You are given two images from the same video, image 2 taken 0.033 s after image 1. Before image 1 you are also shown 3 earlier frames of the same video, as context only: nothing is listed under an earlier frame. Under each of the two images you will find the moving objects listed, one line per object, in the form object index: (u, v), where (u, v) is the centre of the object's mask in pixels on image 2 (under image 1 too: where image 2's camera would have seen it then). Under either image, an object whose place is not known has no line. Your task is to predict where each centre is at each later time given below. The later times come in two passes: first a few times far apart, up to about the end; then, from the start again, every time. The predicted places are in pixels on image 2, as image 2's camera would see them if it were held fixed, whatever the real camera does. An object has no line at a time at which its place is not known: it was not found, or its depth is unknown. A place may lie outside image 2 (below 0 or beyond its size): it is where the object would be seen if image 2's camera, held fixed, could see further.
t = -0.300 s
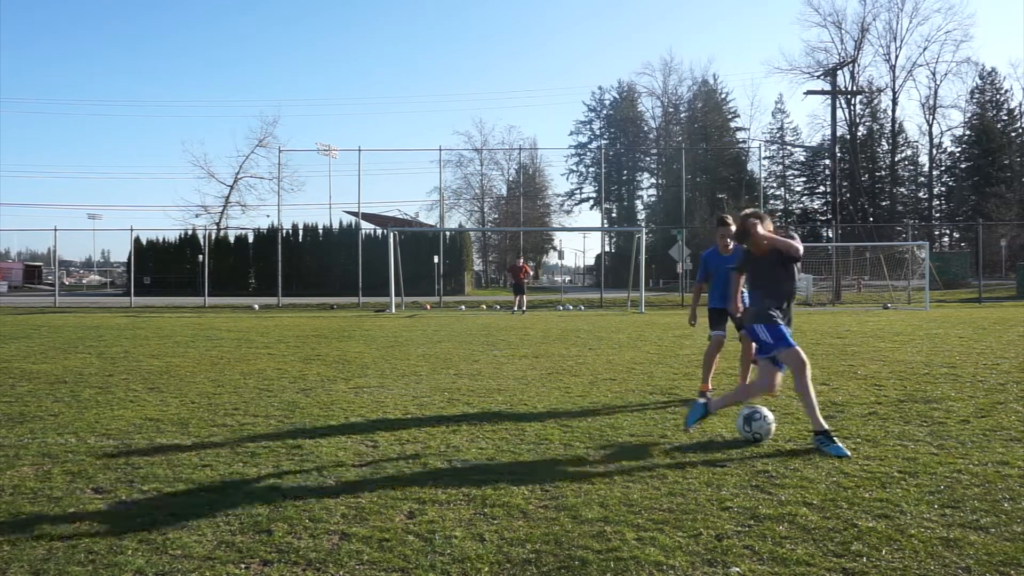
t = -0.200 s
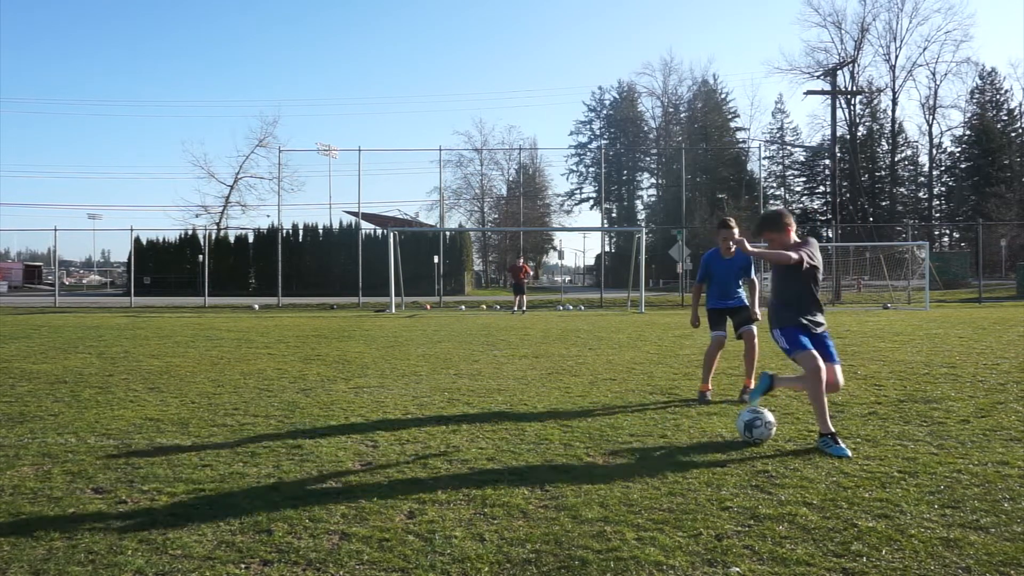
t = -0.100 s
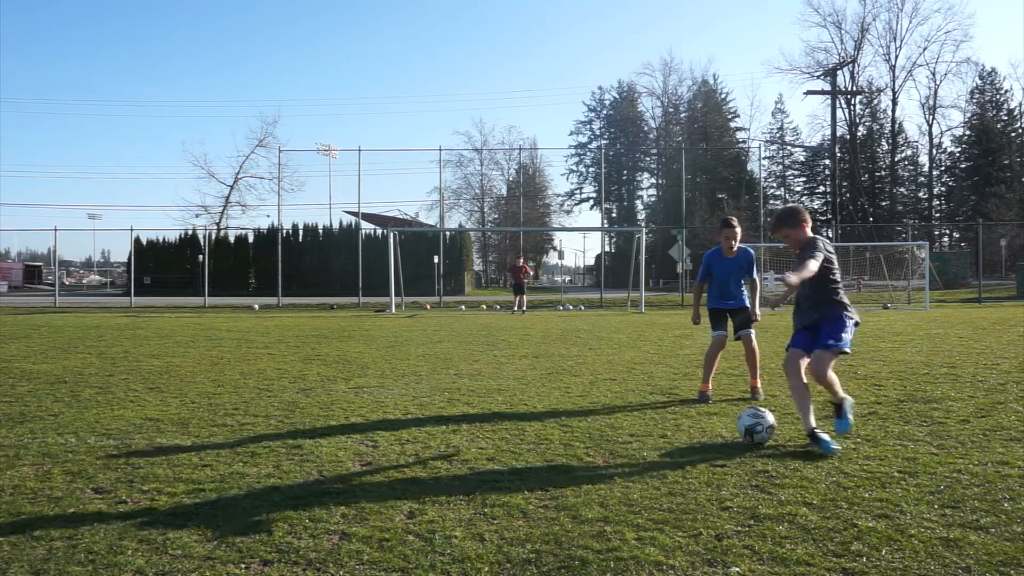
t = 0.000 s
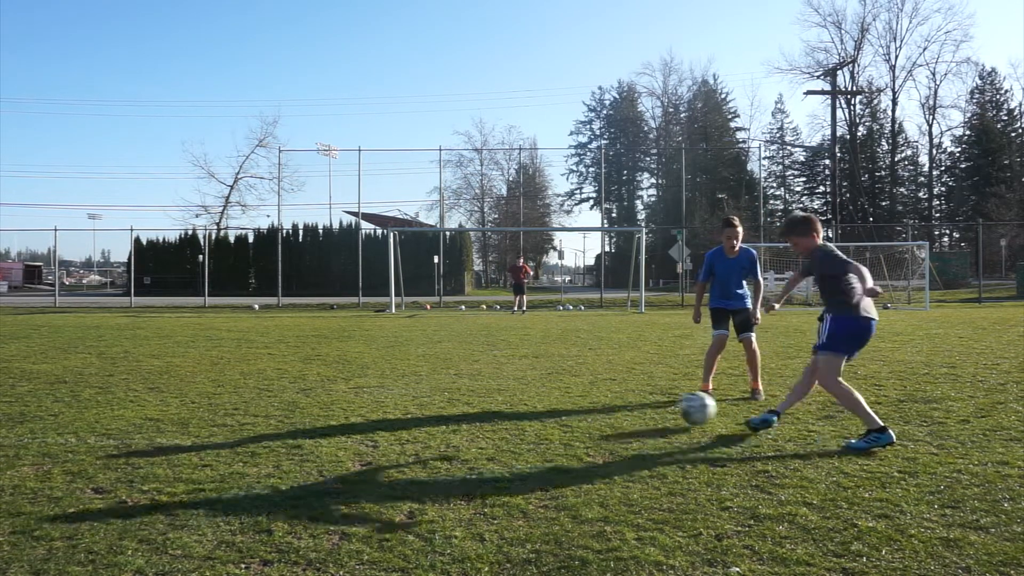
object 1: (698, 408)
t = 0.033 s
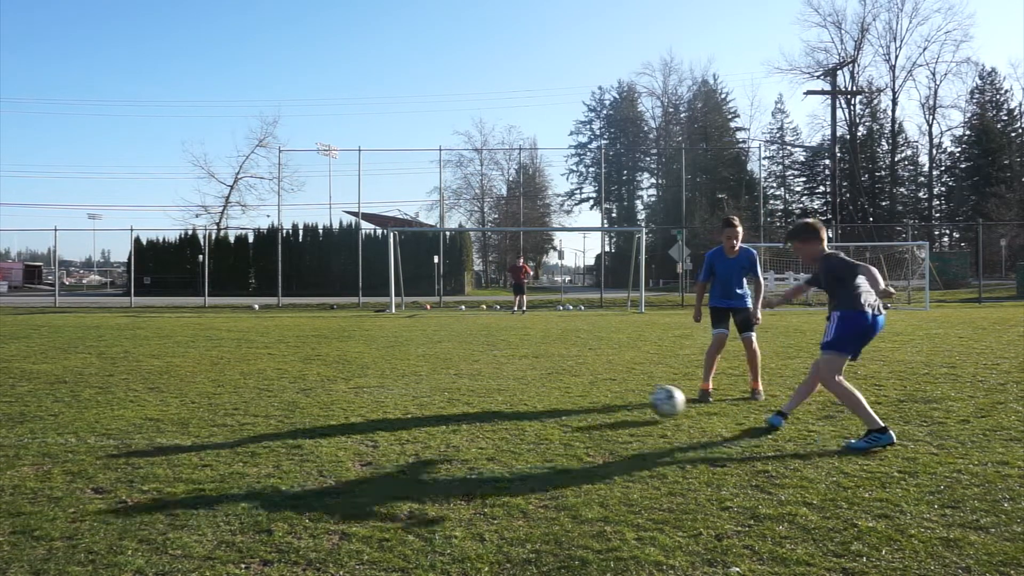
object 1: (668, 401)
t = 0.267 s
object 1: (539, 371)
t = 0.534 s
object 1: (469, 358)
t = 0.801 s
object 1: (426, 348)
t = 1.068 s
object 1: (394, 342)
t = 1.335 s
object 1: (369, 333)
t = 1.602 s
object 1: (350, 330)
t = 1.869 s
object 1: (334, 327)
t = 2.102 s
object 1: (323, 325)
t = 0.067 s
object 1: (641, 396)
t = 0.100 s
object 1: (617, 394)
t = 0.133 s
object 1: (598, 387)
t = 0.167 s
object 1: (581, 380)
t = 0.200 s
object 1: (566, 376)
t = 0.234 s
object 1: (551, 372)
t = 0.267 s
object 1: (539, 371)
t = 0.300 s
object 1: (526, 371)
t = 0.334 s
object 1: (514, 371)
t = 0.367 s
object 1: (505, 368)
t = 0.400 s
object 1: (497, 366)
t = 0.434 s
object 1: (489, 364)
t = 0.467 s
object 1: (482, 362)
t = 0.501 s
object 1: (475, 360)
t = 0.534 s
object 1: (469, 358)
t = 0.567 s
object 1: (462, 357)
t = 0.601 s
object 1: (456, 357)
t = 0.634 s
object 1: (451, 355)
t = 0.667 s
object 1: (445, 353)
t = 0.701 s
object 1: (440, 352)
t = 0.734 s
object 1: (435, 352)
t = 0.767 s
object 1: (430, 349)
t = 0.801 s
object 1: (426, 348)
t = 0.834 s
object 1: (421, 346)
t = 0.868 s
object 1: (417, 347)
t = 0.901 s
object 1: (412, 346)
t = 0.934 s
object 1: (409, 344)
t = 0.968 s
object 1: (405, 342)
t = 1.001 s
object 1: (401, 341)
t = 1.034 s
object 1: (398, 341)
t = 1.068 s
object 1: (394, 342)
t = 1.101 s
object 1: (391, 340)
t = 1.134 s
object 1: (387, 338)
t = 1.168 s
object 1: (383, 337)
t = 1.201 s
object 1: (381, 337)
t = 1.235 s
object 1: (378, 338)
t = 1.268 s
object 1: (375, 337)
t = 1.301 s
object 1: (372, 335)
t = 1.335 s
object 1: (369, 333)
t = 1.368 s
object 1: (366, 333)
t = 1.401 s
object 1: (364, 333)
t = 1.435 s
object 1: (362, 333)
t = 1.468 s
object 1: (359, 334)
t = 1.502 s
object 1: (357, 332)
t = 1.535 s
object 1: (354, 330)
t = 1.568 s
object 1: (352, 330)
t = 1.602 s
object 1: (350, 330)
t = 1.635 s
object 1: (347, 330)
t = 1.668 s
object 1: (345, 330)
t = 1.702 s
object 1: (344, 329)
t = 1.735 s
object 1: (341, 328)
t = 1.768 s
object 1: (340, 328)
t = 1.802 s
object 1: (338, 328)
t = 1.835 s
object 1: (336, 328)
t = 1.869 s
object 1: (334, 327)
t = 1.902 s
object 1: (332, 327)
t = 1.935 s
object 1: (330, 327)
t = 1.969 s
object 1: (329, 326)
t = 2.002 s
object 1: (327, 325)
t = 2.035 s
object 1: (326, 324)
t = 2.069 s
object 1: (324, 324)
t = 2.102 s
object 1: (323, 325)
